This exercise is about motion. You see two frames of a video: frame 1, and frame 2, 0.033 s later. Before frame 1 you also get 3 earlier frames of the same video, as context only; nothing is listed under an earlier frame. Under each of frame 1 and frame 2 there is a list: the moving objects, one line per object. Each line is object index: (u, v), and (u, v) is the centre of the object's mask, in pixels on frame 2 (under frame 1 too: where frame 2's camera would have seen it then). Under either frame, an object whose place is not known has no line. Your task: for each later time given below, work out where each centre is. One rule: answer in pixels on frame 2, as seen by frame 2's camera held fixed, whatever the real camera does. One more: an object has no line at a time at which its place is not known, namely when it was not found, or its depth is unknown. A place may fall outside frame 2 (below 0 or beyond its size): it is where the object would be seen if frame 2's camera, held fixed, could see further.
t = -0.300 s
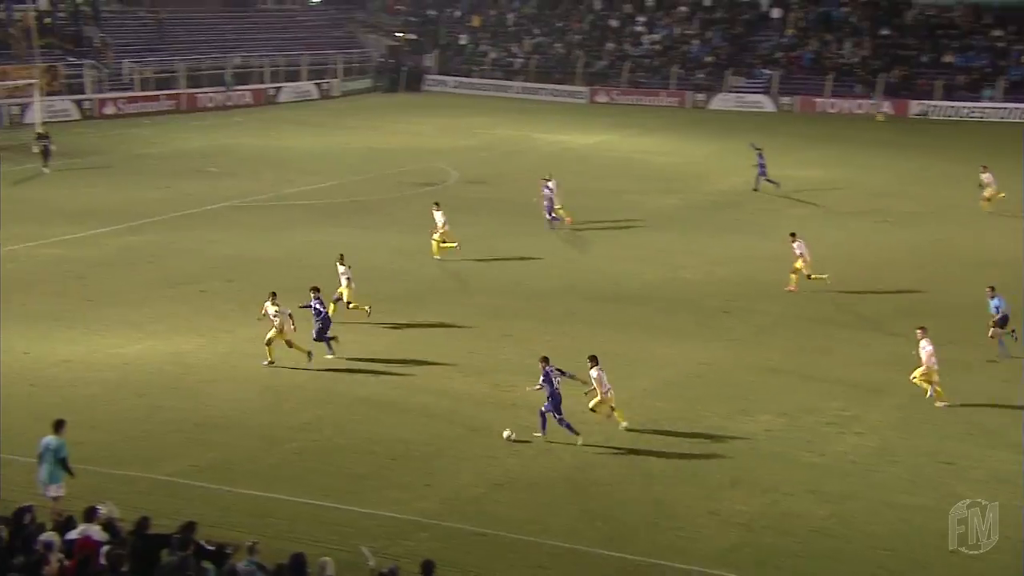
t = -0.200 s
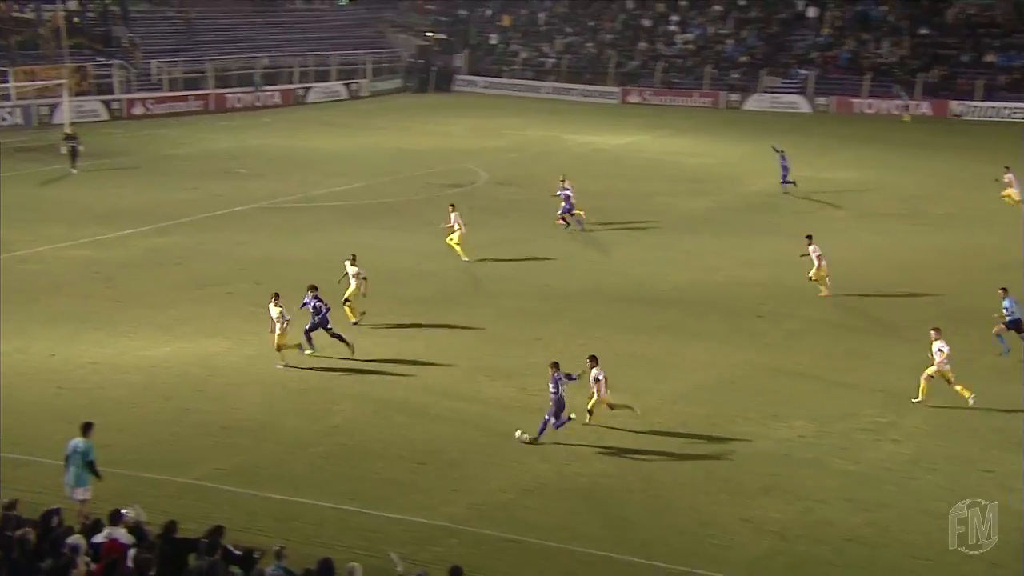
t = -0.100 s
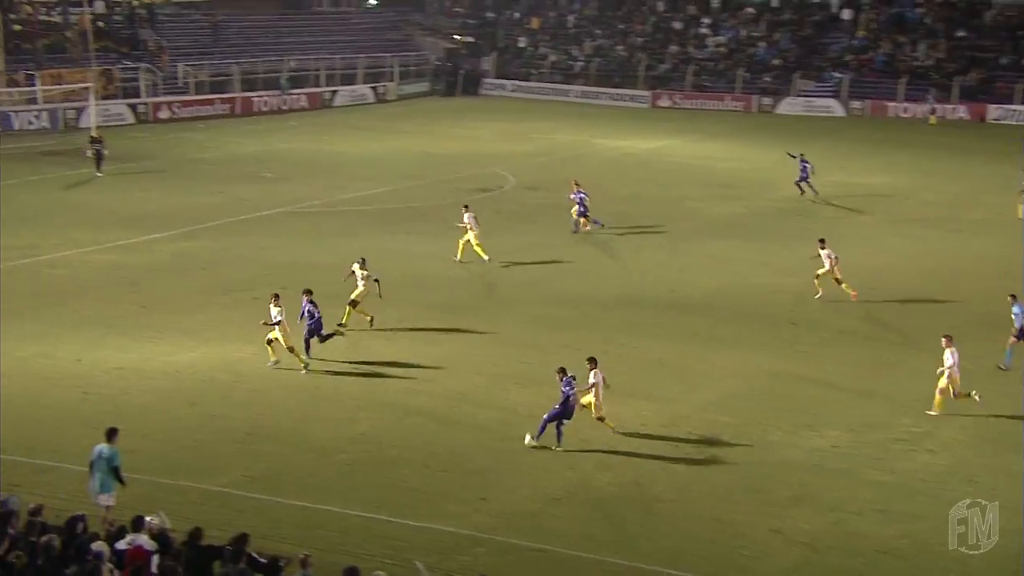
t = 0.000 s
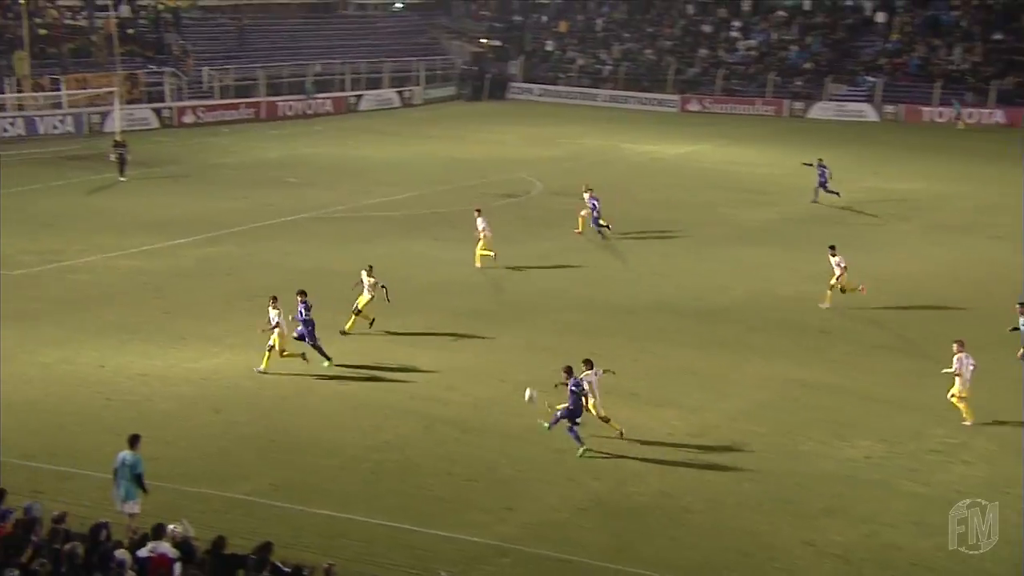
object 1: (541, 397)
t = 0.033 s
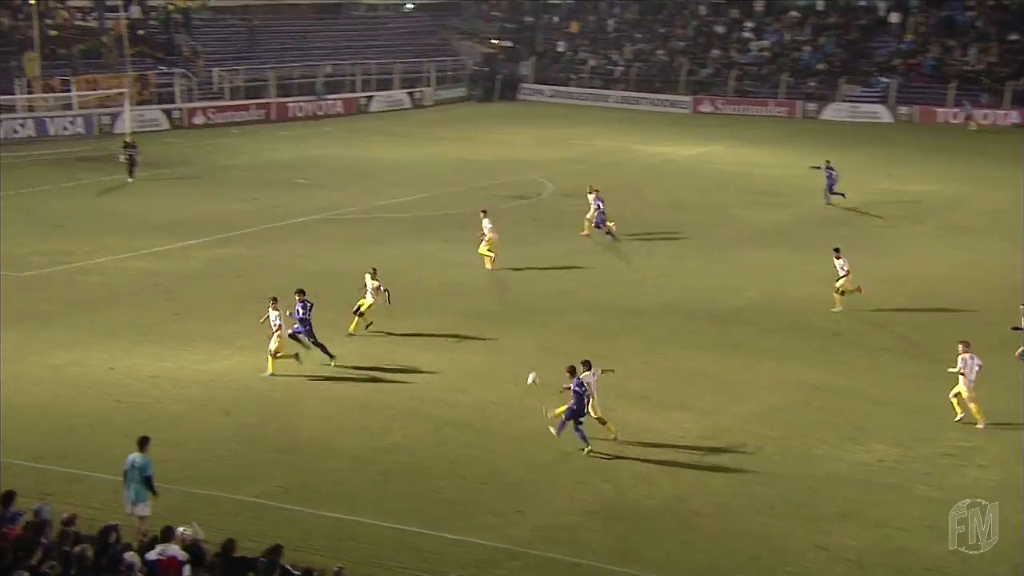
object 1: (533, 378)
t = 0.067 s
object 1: (529, 370)
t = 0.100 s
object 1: (523, 354)
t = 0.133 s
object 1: (517, 341)
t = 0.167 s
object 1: (515, 334)
